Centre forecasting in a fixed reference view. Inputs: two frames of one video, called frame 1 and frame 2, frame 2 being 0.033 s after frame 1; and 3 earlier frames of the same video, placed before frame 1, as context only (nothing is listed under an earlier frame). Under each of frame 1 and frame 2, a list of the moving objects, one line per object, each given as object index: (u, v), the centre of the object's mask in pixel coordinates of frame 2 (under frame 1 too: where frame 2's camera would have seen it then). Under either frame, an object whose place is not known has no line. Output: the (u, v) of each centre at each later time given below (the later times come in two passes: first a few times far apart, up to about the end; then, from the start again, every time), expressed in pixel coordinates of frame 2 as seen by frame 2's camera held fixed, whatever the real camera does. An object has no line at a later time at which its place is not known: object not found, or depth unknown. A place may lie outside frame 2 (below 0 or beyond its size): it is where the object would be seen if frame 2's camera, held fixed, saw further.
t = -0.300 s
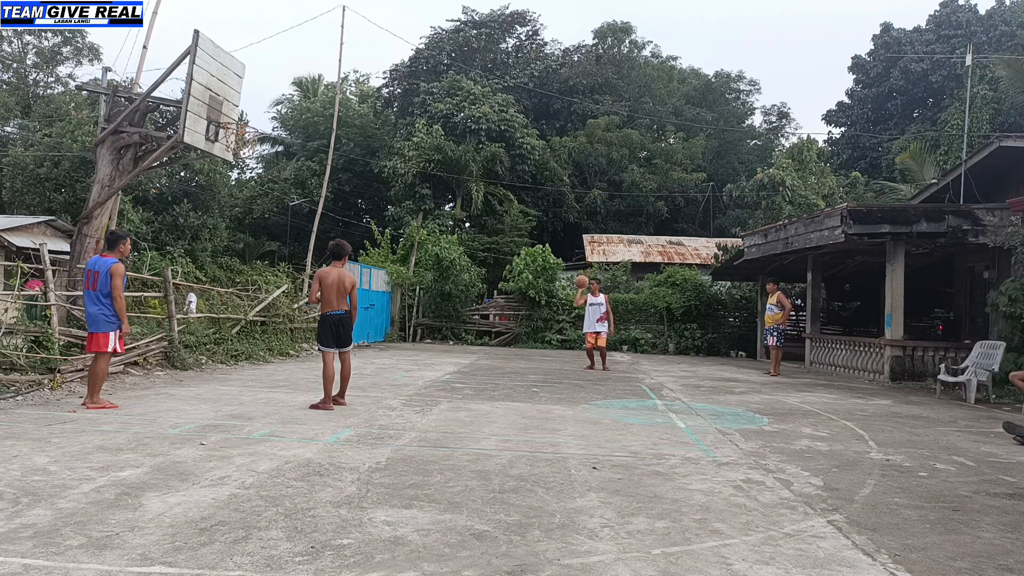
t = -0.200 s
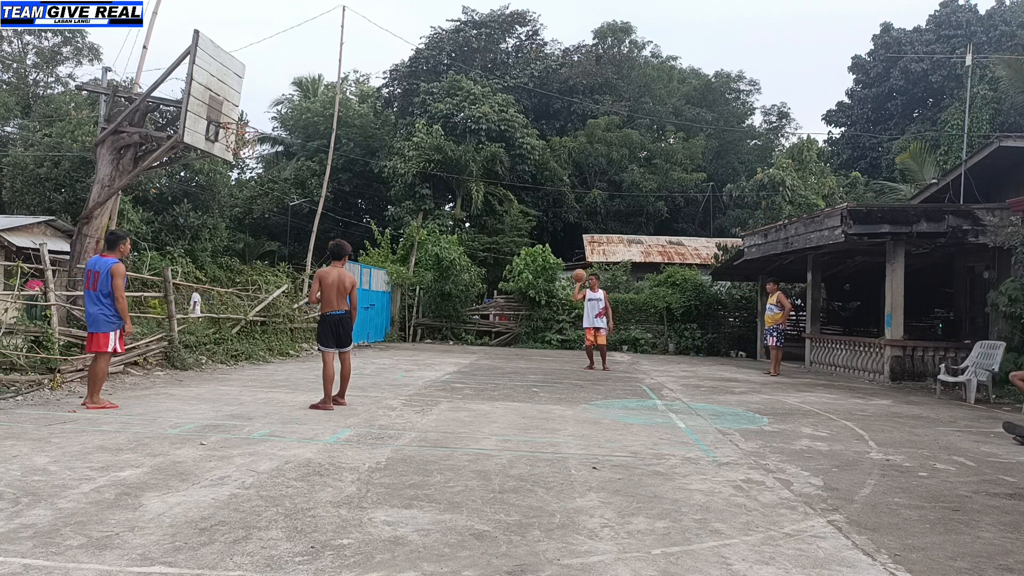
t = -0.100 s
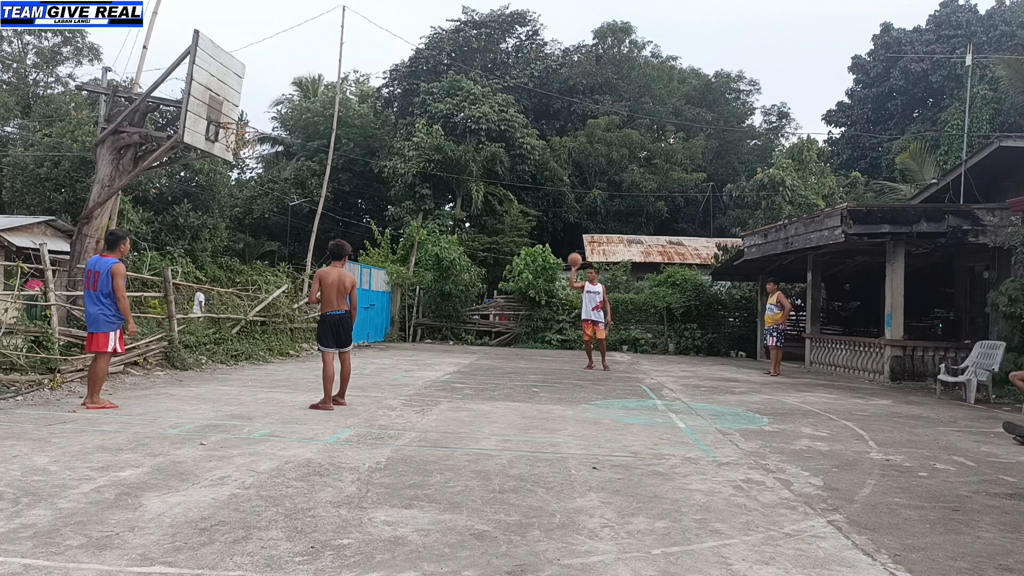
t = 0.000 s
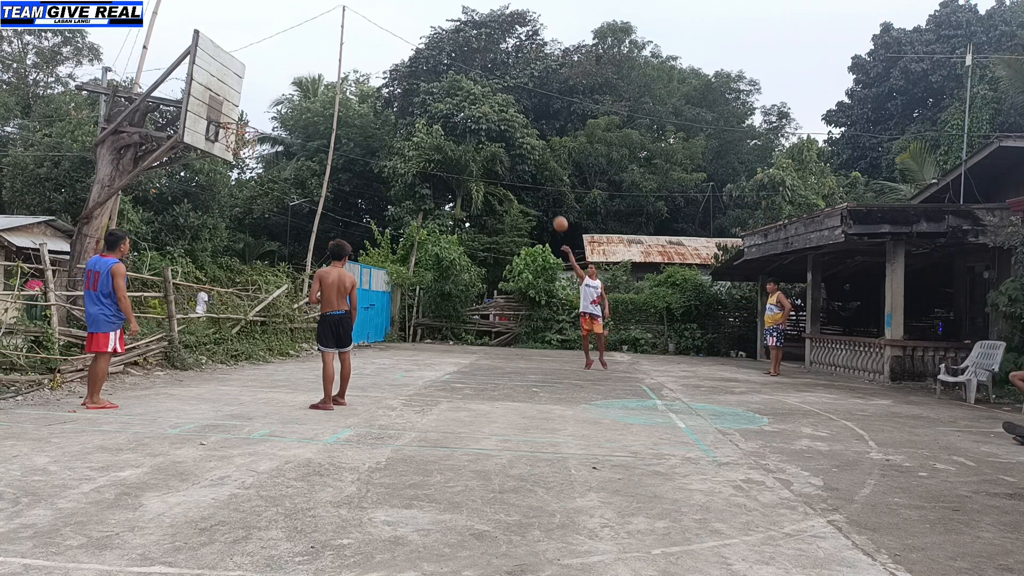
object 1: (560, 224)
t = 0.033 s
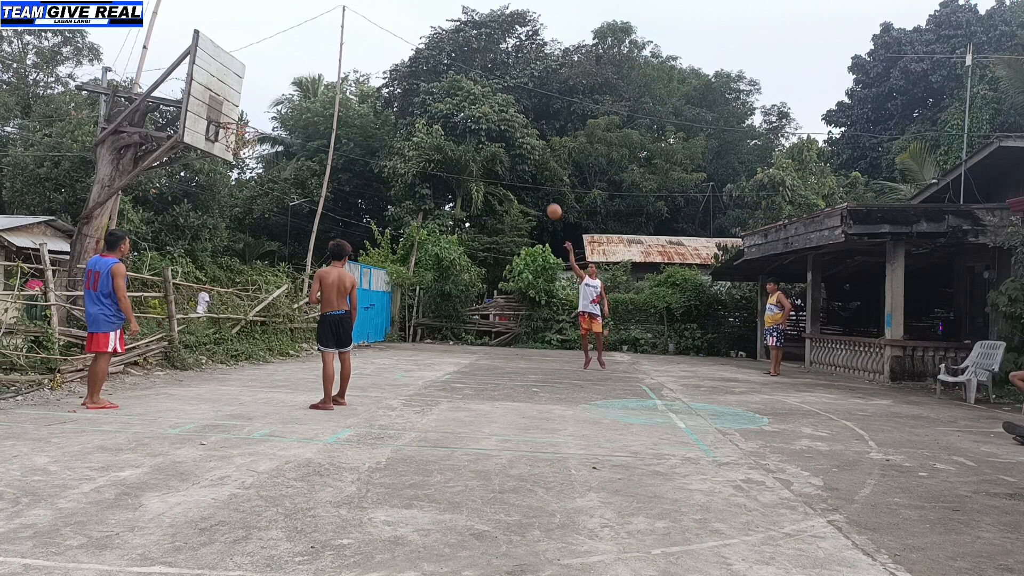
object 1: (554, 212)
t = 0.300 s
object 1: (500, 126)
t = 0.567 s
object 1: (436, 73)
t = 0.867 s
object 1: (348, 62)
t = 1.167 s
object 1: (234, 122)
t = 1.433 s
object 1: (256, 180)
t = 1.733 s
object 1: (256, 293)
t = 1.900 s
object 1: (254, 372)
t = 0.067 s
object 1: (548, 199)
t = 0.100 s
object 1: (541, 188)
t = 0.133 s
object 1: (535, 176)
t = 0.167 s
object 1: (528, 165)
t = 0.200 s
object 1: (521, 154)
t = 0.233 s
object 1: (515, 145)
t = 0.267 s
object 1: (507, 135)
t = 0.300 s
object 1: (500, 126)
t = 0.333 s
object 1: (493, 118)
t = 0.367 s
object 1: (485, 110)
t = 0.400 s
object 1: (478, 102)
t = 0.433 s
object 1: (470, 95)
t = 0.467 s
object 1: (462, 89)
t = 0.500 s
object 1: (453, 82)
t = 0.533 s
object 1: (445, 77)
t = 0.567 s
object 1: (436, 73)
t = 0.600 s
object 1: (427, 69)
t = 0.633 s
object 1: (418, 66)
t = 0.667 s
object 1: (409, 63)
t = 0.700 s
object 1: (400, 61)
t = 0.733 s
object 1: (390, 60)
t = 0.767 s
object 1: (380, 59)
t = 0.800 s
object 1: (369, 59)
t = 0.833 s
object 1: (358, 60)
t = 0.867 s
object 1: (348, 62)
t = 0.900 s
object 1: (336, 65)
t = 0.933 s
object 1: (325, 68)
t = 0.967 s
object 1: (313, 73)
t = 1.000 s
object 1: (301, 79)
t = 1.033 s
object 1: (289, 85)
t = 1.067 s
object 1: (276, 93)
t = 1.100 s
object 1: (262, 102)
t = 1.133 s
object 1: (248, 111)
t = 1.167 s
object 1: (234, 122)
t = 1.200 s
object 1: (244, 134)
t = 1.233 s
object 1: (250, 141)
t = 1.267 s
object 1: (253, 147)
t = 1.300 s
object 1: (253, 152)
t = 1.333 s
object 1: (254, 158)
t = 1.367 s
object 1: (255, 164)
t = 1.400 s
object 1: (255, 172)
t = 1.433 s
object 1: (256, 180)
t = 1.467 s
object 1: (255, 189)
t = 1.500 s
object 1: (255, 199)
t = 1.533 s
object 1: (256, 210)
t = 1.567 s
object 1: (255, 222)
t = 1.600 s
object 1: (255, 234)
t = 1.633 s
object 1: (256, 248)
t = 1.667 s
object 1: (256, 262)
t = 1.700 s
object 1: (256, 277)
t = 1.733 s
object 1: (256, 293)
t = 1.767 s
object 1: (256, 311)
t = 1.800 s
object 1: (256, 329)
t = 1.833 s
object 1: (255, 348)
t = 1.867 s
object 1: (255, 367)
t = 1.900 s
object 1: (254, 372)
